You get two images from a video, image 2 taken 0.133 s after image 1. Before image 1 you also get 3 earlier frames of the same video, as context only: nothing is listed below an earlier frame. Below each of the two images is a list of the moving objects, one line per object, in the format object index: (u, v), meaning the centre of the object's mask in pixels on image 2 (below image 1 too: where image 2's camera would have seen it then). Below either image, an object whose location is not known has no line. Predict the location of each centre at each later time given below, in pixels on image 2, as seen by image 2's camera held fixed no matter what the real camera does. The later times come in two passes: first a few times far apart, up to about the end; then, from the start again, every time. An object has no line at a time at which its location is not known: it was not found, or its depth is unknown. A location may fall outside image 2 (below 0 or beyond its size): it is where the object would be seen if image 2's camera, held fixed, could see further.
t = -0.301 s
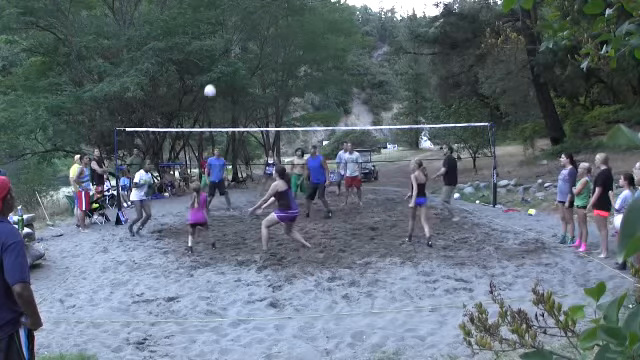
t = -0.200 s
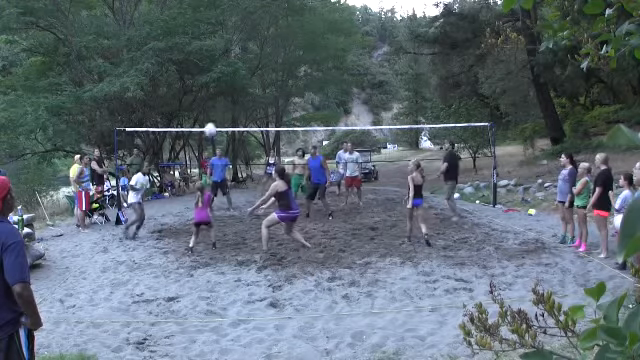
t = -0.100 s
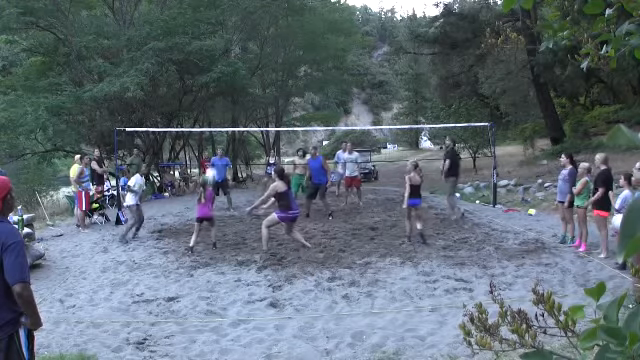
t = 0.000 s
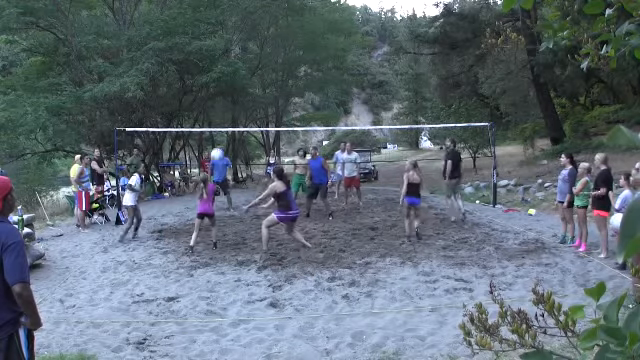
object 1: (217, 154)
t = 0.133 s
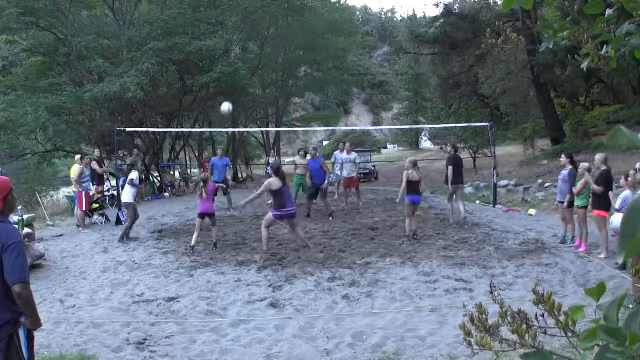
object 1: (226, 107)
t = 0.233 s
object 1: (233, 80)
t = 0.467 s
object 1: (251, 38)
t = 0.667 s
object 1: (265, 26)
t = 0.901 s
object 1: (281, 36)
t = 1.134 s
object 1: (298, 72)
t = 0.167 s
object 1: (228, 97)
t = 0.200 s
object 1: (231, 89)
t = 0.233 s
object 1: (233, 80)
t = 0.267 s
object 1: (236, 72)
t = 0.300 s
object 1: (238, 65)
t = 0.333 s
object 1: (241, 58)
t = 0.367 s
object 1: (243, 52)
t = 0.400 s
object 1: (246, 47)
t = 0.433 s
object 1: (248, 42)
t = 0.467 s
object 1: (251, 38)
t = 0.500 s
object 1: (253, 34)
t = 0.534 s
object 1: (256, 32)
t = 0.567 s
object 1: (258, 29)
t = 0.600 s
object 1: (261, 27)
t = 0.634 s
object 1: (263, 26)
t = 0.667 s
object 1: (265, 26)
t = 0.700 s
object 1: (267, 26)
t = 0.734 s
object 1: (270, 26)
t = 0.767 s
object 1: (272, 27)
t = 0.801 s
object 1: (275, 28)
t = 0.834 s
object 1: (277, 30)
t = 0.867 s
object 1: (279, 33)
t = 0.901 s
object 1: (281, 36)
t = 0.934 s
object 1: (284, 40)
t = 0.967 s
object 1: (286, 44)
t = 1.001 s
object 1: (288, 49)
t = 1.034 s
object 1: (291, 54)
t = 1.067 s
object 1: (293, 59)
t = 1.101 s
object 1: (295, 66)
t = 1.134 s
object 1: (298, 72)
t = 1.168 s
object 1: (300, 80)
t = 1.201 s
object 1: (302, 87)
